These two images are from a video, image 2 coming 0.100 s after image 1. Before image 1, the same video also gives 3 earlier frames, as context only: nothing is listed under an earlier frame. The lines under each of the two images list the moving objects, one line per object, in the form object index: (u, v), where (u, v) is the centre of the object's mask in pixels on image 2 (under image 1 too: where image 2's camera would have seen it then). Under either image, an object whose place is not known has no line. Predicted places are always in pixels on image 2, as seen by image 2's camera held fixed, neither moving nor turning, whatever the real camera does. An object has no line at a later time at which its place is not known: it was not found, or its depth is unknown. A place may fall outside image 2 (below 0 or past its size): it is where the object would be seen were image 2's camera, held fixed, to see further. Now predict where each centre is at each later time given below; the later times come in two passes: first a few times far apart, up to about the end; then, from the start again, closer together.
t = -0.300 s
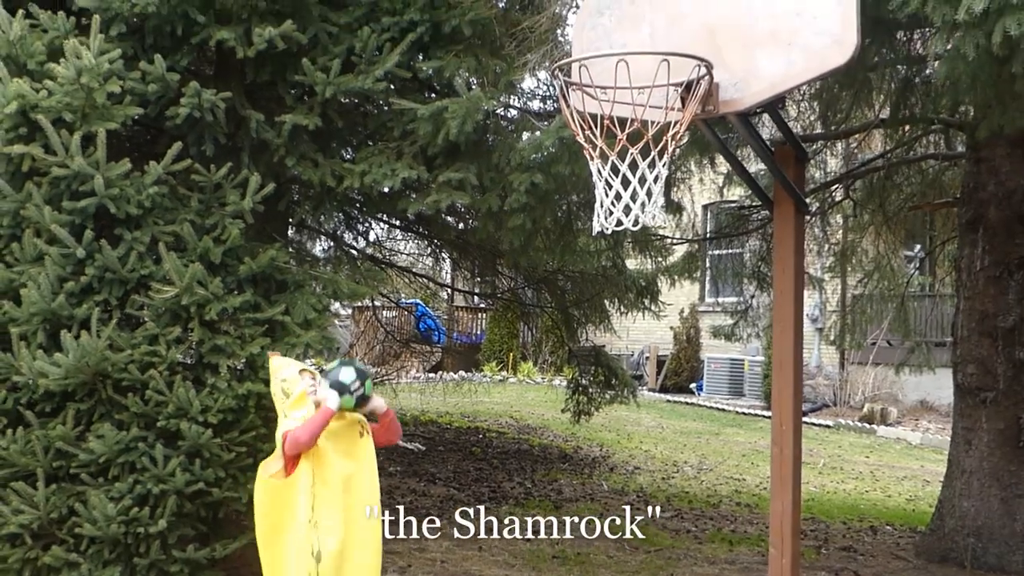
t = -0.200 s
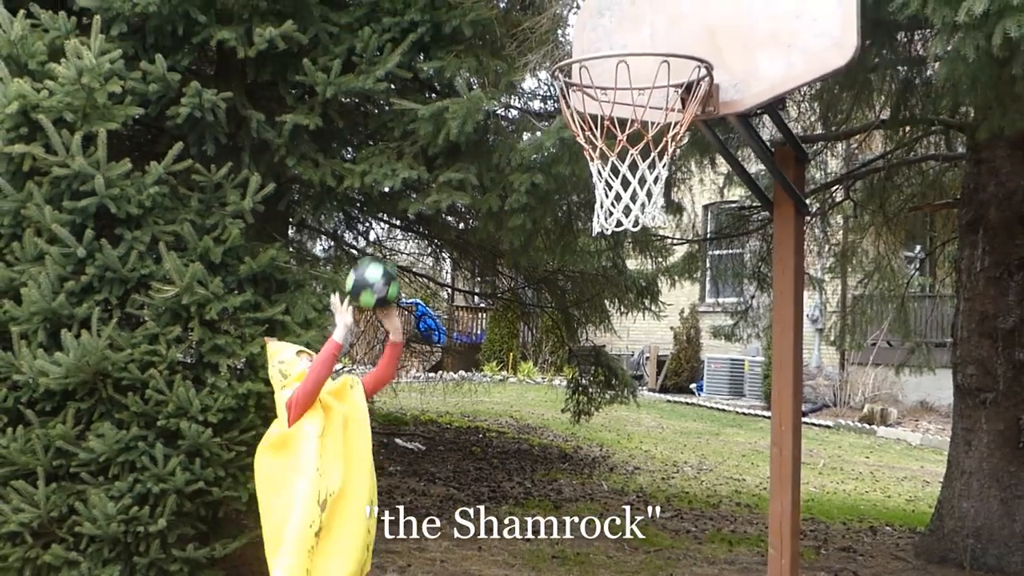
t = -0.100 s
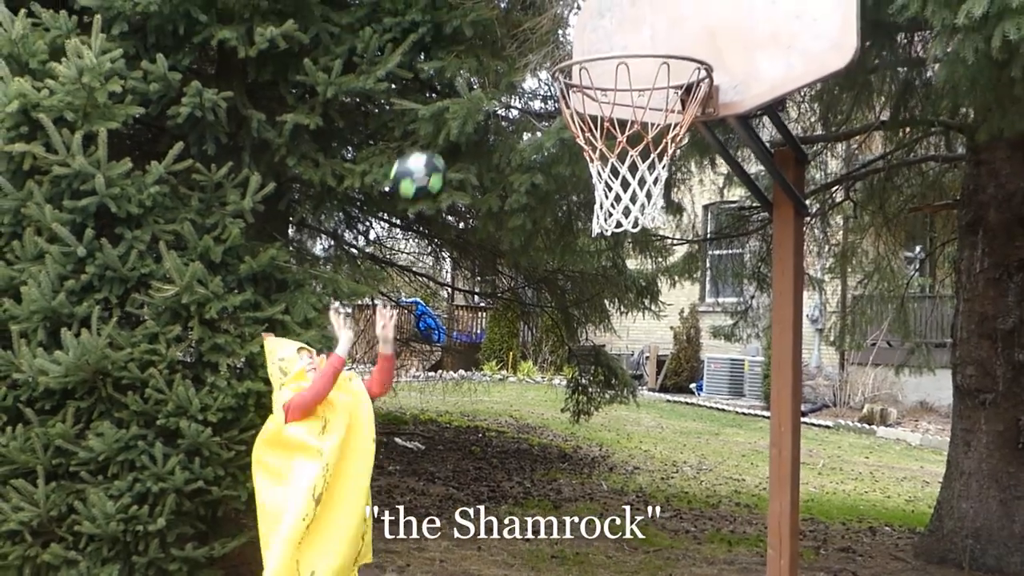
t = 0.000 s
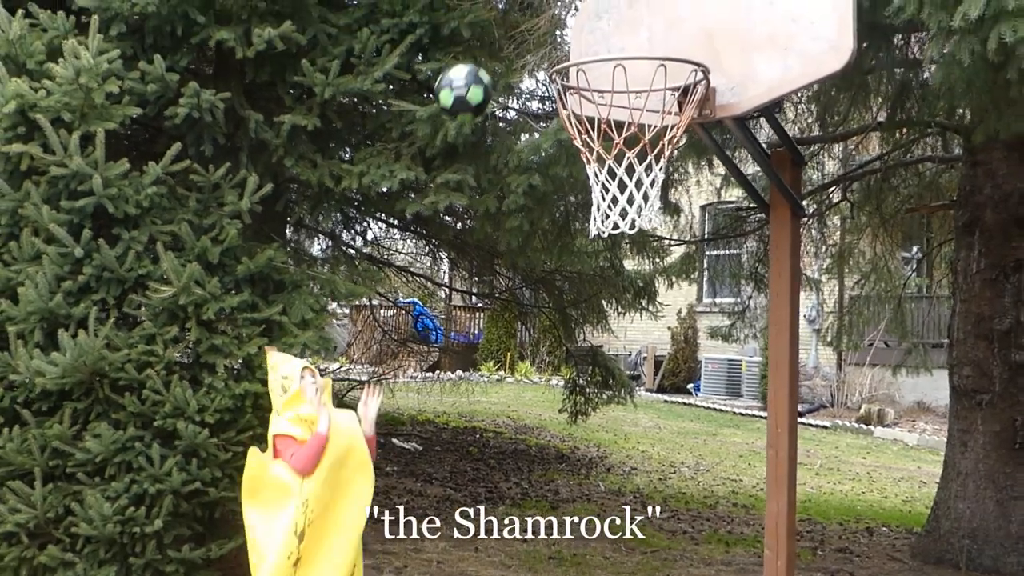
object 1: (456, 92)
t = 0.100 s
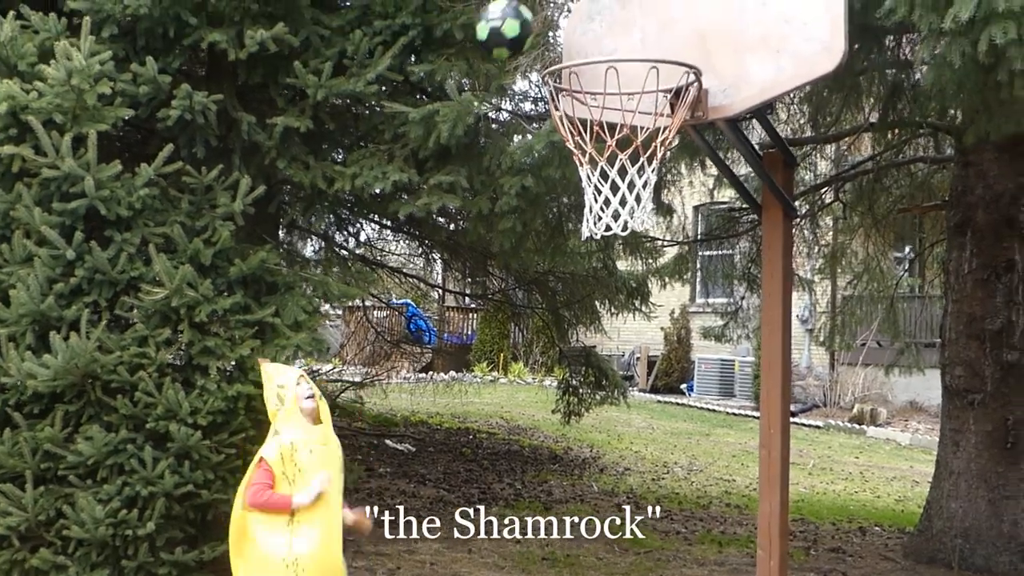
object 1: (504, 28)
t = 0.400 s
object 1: (659, 3)
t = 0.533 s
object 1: (737, 48)
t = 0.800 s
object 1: (918, 412)
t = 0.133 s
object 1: (520, 18)
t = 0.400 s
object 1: (659, 3)
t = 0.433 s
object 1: (678, 8)
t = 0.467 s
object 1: (698, 15)
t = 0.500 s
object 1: (718, 26)
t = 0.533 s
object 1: (737, 48)
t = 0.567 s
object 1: (759, 76)
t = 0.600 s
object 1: (780, 108)
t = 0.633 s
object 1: (801, 144)
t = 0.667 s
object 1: (824, 185)
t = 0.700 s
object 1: (847, 233)
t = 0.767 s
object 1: (894, 346)
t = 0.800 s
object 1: (918, 412)
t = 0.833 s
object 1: (944, 488)
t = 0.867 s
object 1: (961, 550)
